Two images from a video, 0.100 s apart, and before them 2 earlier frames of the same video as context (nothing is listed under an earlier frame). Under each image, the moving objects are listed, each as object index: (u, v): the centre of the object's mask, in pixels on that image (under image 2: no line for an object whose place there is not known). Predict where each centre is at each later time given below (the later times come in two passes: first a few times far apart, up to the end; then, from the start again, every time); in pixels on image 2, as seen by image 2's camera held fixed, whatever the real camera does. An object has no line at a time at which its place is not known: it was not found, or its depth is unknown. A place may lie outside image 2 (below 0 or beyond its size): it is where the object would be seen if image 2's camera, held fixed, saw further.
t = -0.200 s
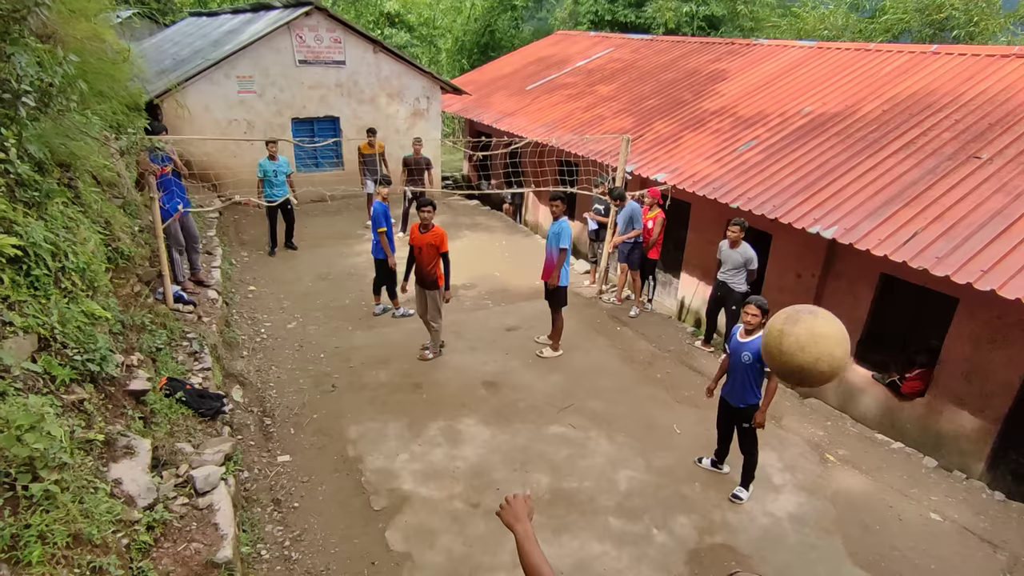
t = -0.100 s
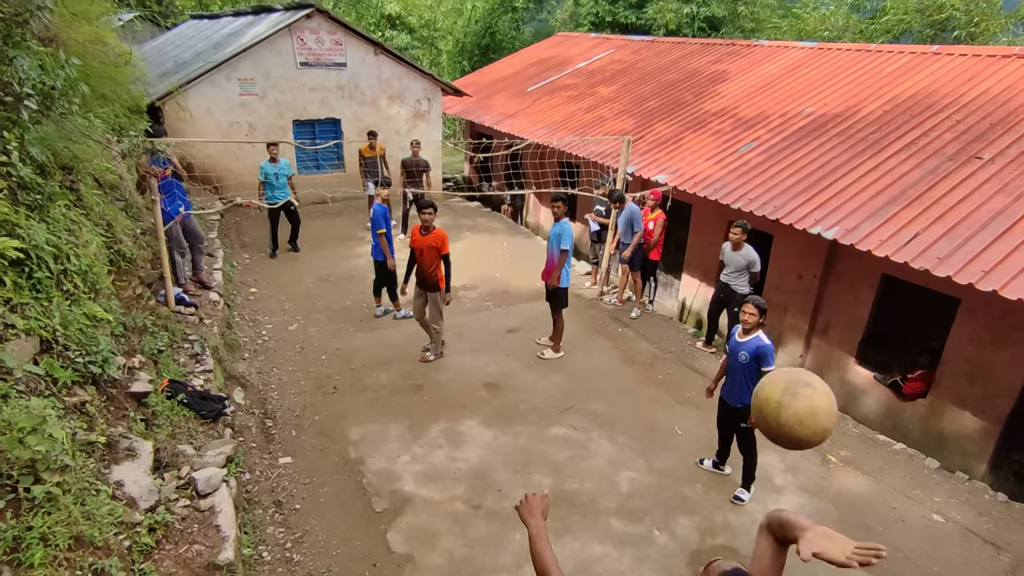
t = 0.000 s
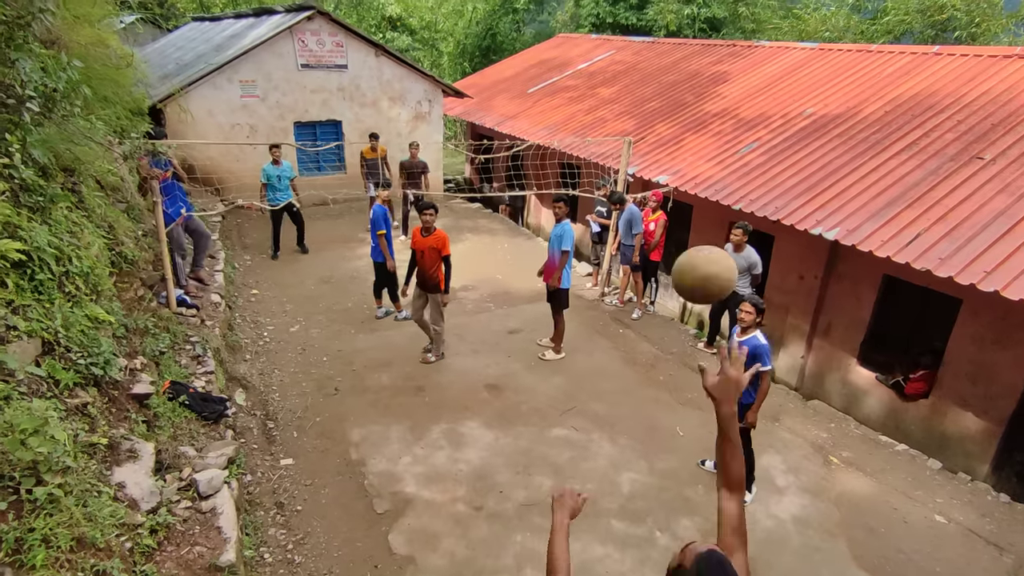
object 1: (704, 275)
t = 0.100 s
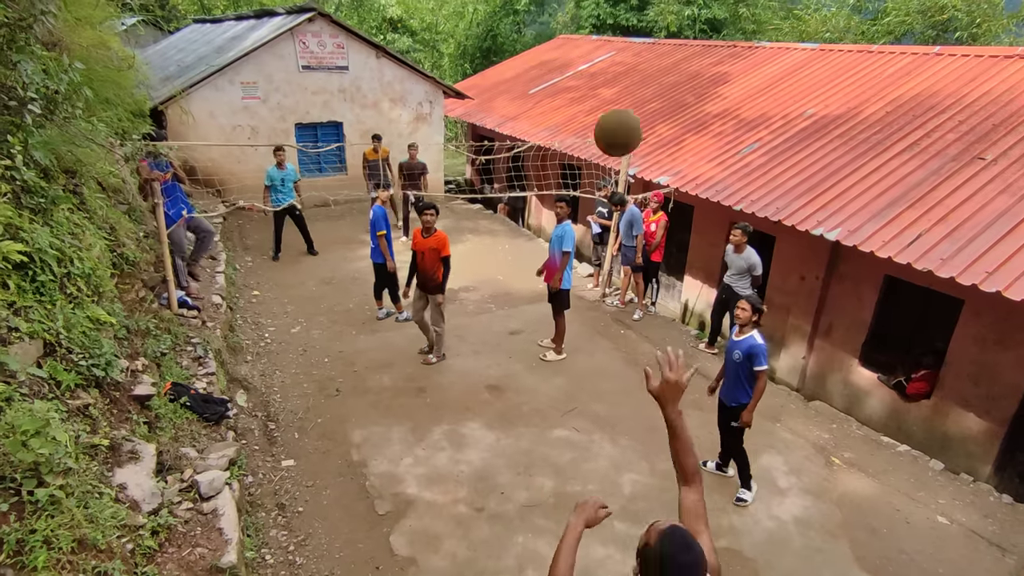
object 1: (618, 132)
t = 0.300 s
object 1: (528, 39)
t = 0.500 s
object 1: (485, 47)
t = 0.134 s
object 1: (597, 103)
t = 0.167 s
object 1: (579, 81)
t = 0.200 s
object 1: (564, 65)
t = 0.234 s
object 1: (550, 53)
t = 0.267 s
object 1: (539, 44)
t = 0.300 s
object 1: (528, 39)
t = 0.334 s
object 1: (519, 36)
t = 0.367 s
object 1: (511, 35)
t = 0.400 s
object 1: (503, 36)
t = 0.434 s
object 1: (496, 39)
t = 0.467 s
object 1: (490, 43)
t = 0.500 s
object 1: (485, 47)
